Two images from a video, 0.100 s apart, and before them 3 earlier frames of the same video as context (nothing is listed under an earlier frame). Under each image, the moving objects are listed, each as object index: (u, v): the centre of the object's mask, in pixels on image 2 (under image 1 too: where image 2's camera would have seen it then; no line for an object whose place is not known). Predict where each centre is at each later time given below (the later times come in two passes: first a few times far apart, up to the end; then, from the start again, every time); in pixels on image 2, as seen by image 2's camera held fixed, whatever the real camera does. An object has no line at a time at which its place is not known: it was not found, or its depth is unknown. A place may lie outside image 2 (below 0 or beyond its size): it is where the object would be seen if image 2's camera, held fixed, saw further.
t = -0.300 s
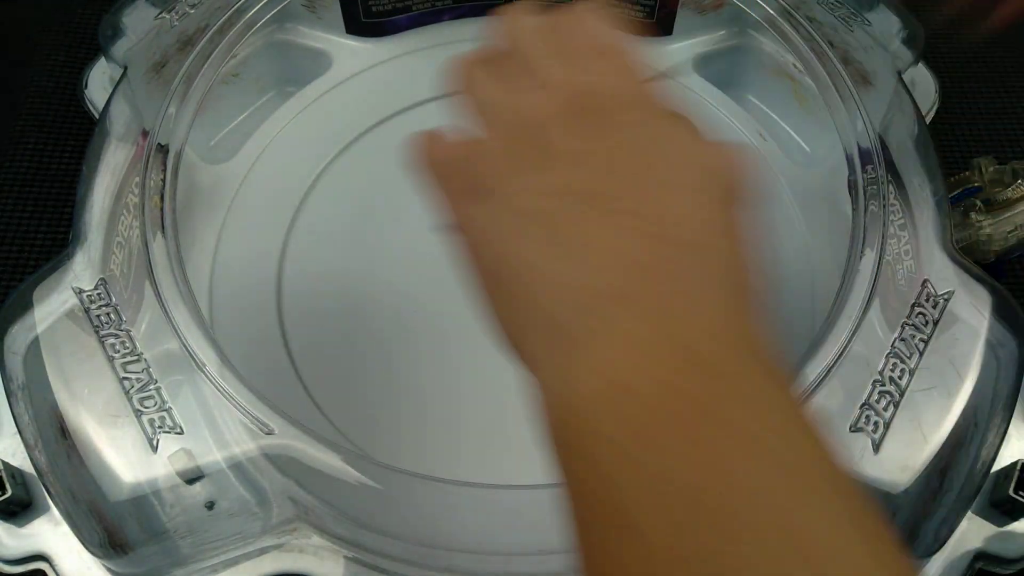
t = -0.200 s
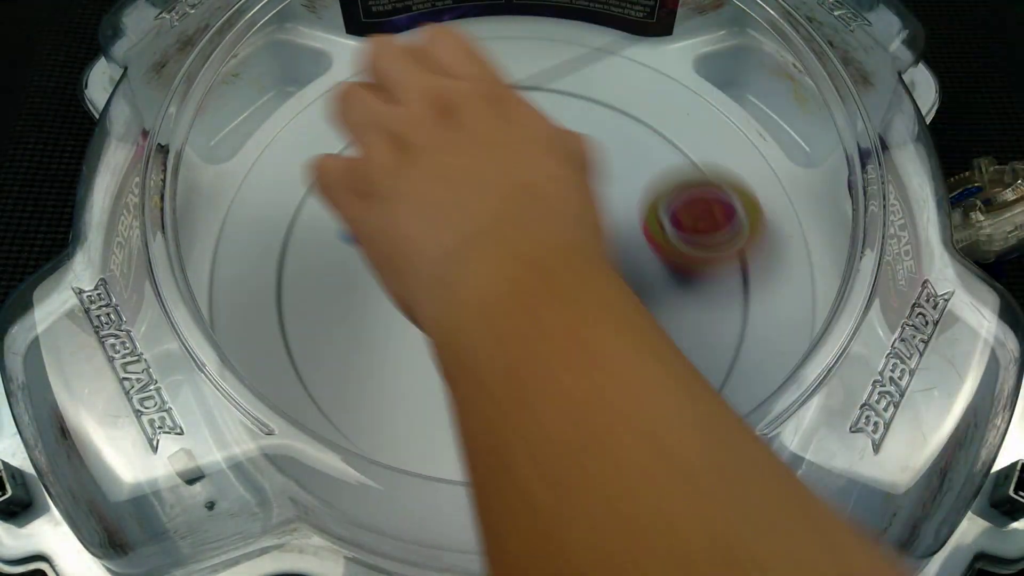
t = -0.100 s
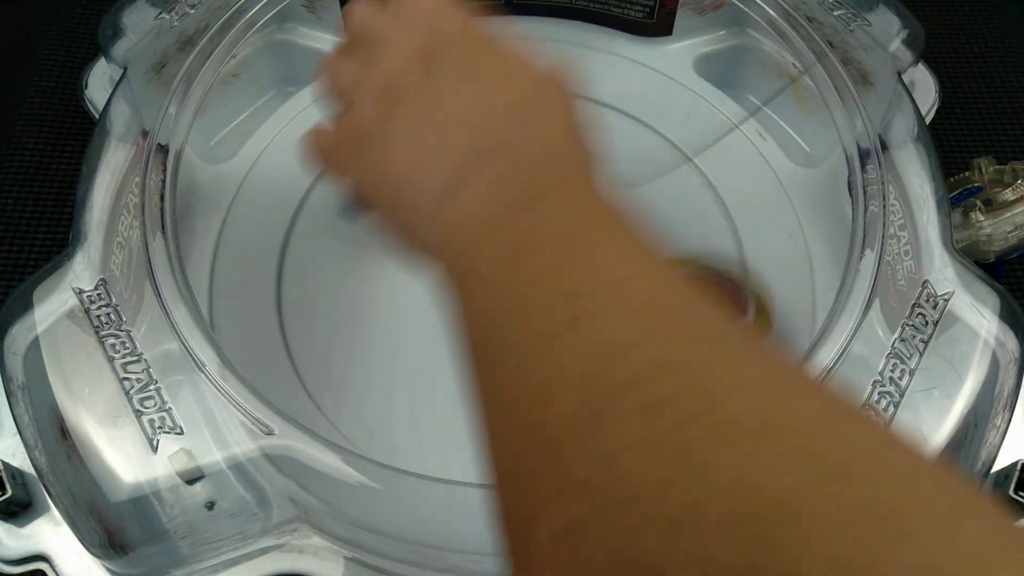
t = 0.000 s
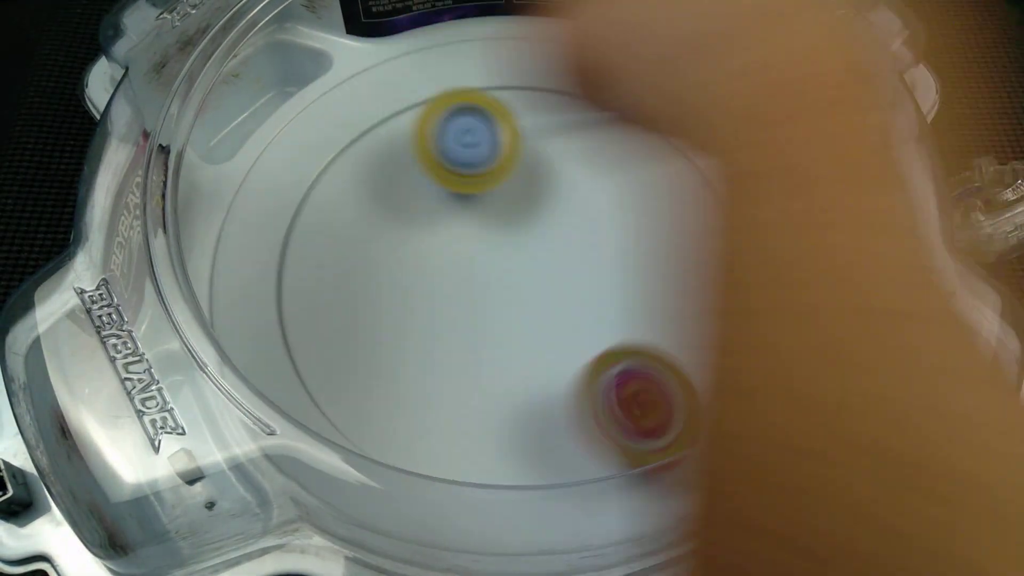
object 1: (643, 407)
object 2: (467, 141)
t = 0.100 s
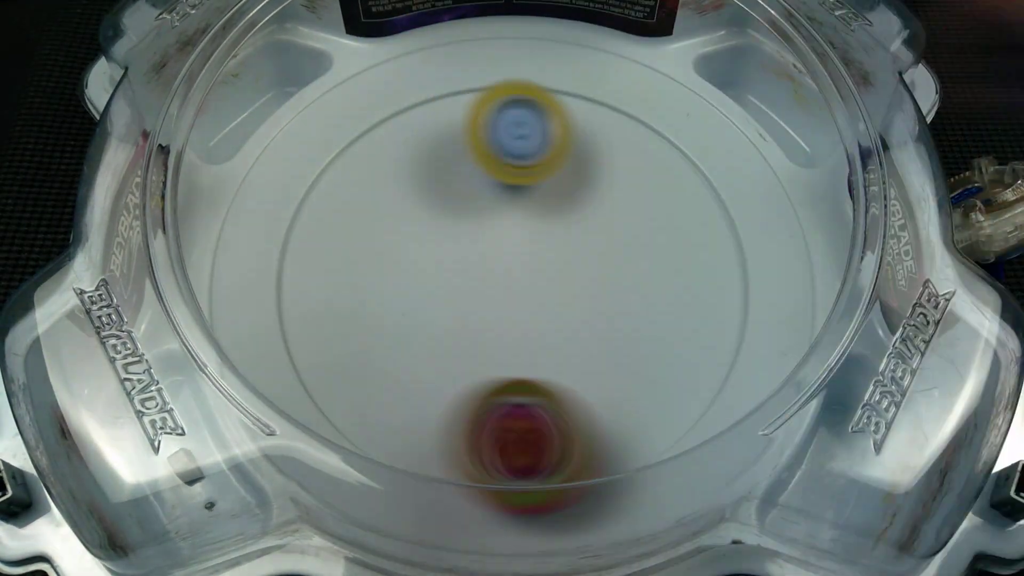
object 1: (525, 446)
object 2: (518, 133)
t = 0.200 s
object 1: (390, 410)
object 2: (565, 140)
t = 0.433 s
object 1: (321, 165)
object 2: (609, 211)
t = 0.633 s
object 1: (507, 65)
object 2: (572, 290)
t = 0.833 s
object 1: (684, 166)
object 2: (516, 325)
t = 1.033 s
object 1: (665, 364)
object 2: (501, 309)
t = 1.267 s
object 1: (378, 390)
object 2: (539, 283)
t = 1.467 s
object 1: (296, 188)
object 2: (582, 285)
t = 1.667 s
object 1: (467, 87)
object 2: (619, 300)
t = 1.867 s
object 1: (626, 178)
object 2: (614, 285)
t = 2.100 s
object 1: (708, 174)
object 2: (473, 465)
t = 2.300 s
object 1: (645, 283)
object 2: (428, 345)
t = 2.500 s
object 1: (449, 301)
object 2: (455, 187)
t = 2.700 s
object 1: (376, 192)
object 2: (468, 139)
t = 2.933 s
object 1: (409, 155)
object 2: (522, 166)
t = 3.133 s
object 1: (438, 174)
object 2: (569, 244)
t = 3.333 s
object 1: (437, 245)
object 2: (542, 279)
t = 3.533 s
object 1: (398, 297)
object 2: (567, 257)
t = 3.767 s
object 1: (398, 311)
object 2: (578, 152)
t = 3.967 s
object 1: (431, 327)
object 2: (477, 94)
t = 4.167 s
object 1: (484, 341)
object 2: (392, 240)
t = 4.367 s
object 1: (599, 372)
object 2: (445, 385)
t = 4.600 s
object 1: (713, 315)
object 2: (565, 365)
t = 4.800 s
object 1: (706, 239)
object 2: (524, 210)
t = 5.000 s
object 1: (565, 202)
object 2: (364, 160)
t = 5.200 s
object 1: (424, 185)
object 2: (296, 283)
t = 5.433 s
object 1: (478, 207)
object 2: (549, 378)
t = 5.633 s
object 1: (536, 184)
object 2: (735, 212)
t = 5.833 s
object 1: (495, 150)
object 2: (700, 122)
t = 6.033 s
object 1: (481, 178)
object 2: (560, 113)
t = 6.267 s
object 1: (349, 299)
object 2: (489, 270)
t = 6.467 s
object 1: (342, 277)
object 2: (594, 398)
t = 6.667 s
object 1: (464, 173)
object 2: (694, 334)
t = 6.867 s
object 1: (499, 125)
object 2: (585, 249)
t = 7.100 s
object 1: (359, 55)
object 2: (580, 414)
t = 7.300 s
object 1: (388, 118)
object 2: (567, 421)
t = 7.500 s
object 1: (501, 227)
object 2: (497, 331)
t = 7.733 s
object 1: (530, 231)
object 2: (406, 368)
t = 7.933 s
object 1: (485, 243)
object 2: (400, 379)
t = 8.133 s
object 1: (474, 215)
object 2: (449, 369)
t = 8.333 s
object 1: (495, 210)
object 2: (497, 319)
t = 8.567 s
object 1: (526, 163)
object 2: (493, 322)
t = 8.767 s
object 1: (541, 160)
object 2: (508, 317)
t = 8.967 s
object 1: (542, 172)
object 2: (478, 296)
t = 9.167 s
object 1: (543, 200)
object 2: (459, 338)
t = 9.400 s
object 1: (549, 208)
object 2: (472, 338)
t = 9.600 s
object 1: (565, 233)
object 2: (474, 322)
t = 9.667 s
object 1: (569, 236)
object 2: (466, 308)
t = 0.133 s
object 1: (478, 444)
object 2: (534, 133)
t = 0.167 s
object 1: (432, 431)
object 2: (550, 135)
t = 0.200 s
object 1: (390, 410)
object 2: (565, 140)
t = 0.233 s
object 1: (358, 382)
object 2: (578, 146)
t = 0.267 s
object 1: (330, 347)
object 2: (589, 154)
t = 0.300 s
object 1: (310, 310)
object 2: (597, 163)
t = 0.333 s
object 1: (302, 272)
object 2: (603, 174)
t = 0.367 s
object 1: (301, 236)
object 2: (607, 186)
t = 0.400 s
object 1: (308, 199)
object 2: (609, 198)
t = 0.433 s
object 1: (321, 165)
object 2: (609, 211)
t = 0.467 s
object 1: (343, 136)
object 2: (606, 225)
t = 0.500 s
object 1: (370, 110)
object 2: (602, 239)
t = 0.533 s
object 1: (401, 90)
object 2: (596, 253)
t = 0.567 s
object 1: (435, 75)
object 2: (589, 267)
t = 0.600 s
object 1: (469, 67)
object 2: (580, 279)
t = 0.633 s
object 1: (507, 65)
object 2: (572, 290)
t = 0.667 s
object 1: (544, 68)
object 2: (562, 300)
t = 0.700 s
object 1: (576, 78)
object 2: (552, 308)
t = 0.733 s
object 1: (609, 93)
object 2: (542, 315)
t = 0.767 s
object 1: (638, 113)
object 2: (533, 320)
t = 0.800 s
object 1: (663, 137)
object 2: (524, 323)
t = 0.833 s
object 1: (684, 166)
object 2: (516, 325)
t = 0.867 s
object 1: (698, 197)
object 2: (510, 325)
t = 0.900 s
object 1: (706, 230)
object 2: (505, 323)
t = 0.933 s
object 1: (707, 267)
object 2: (502, 321)
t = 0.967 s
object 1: (701, 301)
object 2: (499, 318)
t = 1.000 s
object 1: (687, 334)
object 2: (500, 314)
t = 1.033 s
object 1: (665, 364)
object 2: (501, 309)
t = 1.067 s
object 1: (635, 392)
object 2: (504, 304)
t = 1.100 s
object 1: (599, 412)
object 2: (508, 299)
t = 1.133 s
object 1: (556, 424)
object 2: (512, 295)
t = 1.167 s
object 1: (510, 429)
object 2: (518, 291)
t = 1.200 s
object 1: (464, 424)
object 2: (525, 288)
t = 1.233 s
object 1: (420, 411)
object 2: (532, 285)
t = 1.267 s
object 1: (378, 390)
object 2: (539, 283)
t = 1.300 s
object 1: (346, 366)
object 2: (547, 281)
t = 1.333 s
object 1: (319, 333)
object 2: (554, 281)
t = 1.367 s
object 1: (301, 298)
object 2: (561, 281)
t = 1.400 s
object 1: (290, 259)
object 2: (568, 282)
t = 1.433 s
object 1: (289, 222)
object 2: (575, 283)
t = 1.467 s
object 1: (296, 188)
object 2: (582, 285)
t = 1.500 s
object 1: (313, 159)
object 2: (589, 288)
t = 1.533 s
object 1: (338, 135)
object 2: (596, 291)
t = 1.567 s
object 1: (368, 114)
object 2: (602, 294)
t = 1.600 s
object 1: (400, 99)
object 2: (609, 297)
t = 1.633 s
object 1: (434, 90)
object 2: (614, 299)
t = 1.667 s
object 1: (467, 87)
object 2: (619, 300)
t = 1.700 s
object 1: (499, 89)
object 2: (622, 300)
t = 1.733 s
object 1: (530, 98)
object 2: (623, 299)
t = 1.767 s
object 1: (560, 112)
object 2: (623, 296)
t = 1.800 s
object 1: (586, 131)
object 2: (621, 293)
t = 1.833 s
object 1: (607, 152)
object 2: (618, 289)
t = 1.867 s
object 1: (626, 178)
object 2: (614, 285)
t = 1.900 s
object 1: (646, 173)
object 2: (597, 303)
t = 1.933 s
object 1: (667, 158)
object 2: (577, 342)
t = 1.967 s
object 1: (683, 151)
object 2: (555, 378)
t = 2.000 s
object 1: (696, 149)
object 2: (533, 411)
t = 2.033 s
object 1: (704, 152)
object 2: (512, 441)
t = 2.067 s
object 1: (708, 161)
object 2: (491, 465)
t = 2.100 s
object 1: (708, 174)
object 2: (473, 465)
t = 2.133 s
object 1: (706, 188)
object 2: (457, 463)
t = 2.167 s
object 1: (702, 205)
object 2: (443, 454)
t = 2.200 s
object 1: (696, 223)
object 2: (436, 430)
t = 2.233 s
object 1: (686, 243)
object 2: (430, 403)
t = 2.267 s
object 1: (669, 264)
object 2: (427, 374)
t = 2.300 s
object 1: (645, 283)
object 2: (428, 345)
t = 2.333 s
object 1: (617, 299)
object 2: (431, 315)
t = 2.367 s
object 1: (581, 311)
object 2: (435, 286)
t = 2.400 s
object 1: (547, 316)
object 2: (439, 257)
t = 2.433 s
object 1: (513, 316)
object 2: (445, 229)
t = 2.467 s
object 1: (480, 310)
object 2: (449, 205)
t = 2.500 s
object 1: (449, 301)
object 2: (455, 187)
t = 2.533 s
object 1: (422, 287)
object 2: (459, 172)
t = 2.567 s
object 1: (401, 270)
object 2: (464, 157)
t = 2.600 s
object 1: (385, 252)
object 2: (466, 147)
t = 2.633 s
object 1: (376, 232)
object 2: (468, 141)
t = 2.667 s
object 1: (373, 211)
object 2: (469, 138)
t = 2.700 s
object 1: (376, 192)
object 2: (468, 139)
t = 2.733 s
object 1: (375, 181)
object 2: (475, 137)
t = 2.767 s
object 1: (373, 174)
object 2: (487, 135)
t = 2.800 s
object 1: (374, 168)
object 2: (497, 135)
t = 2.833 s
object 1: (379, 163)
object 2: (505, 140)
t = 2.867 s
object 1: (388, 159)
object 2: (512, 147)
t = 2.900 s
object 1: (399, 156)
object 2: (516, 155)
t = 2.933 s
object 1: (409, 155)
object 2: (522, 166)
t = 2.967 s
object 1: (413, 154)
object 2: (535, 178)
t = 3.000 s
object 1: (417, 155)
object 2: (547, 190)
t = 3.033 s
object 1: (423, 157)
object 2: (556, 204)
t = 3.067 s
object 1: (429, 161)
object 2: (563, 218)
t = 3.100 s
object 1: (434, 167)
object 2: (568, 232)
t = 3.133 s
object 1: (438, 174)
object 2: (569, 244)
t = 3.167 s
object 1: (441, 183)
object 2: (569, 254)
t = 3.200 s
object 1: (443, 194)
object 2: (567, 264)
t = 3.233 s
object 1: (443, 206)
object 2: (562, 271)
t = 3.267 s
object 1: (442, 220)
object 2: (556, 276)
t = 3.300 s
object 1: (441, 233)
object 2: (549, 278)
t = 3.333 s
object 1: (437, 245)
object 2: (542, 279)
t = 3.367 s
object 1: (431, 256)
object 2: (542, 280)
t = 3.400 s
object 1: (424, 267)
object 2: (546, 281)
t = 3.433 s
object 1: (416, 277)
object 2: (551, 279)
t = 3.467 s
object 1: (408, 286)
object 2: (557, 274)
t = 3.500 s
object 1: (403, 293)
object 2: (562, 267)
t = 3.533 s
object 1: (398, 297)
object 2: (567, 257)
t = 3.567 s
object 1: (394, 301)
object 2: (572, 246)
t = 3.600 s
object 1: (392, 302)
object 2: (576, 234)
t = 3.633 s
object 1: (391, 304)
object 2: (579, 219)
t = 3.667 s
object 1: (391, 305)
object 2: (582, 204)
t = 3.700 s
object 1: (392, 307)
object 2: (582, 188)
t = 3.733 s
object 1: (395, 309)
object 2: (582, 170)
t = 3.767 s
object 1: (398, 311)
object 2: (578, 152)
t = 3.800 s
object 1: (401, 314)
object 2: (571, 135)
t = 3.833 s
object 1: (406, 317)
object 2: (561, 120)
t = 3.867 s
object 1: (412, 319)
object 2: (546, 106)
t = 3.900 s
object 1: (418, 322)
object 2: (526, 97)
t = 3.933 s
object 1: (424, 325)
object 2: (503, 91)
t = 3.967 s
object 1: (431, 327)
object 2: (477, 94)
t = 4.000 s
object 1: (438, 329)
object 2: (452, 104)
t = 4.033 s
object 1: (446, 332)
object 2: (429, 120)
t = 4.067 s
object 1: (455, 334)
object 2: (411, 142)
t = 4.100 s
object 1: (465, 336)
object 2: (398, 171)
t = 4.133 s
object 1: (474, 338)
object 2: (391, 204)
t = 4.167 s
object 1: (484, 341)
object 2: (392, 240)
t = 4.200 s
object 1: (496, 345)
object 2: (397, 277)
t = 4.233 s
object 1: (521, 356)
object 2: (395, 301)
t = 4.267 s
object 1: (543, 364)
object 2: (401, 327)
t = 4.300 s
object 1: (560, 370)
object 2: (417, 351)
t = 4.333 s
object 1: (572, 373)
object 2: (436, 371)
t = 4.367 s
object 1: (599, 372)
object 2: (445, 385)
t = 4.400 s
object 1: (621, 369)
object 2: (455, 394)
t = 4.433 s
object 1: (640, 364)
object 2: (471, 400)
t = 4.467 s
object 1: (654, 359)
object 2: (494, 402)
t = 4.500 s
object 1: (664, 354)
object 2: (519, 398)
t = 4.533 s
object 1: (670, 348)
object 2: (547, 389)
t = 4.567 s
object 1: (695, 331)
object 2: (556, 380)
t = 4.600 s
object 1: (713, 315)
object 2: (565, 365)
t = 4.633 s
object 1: (726, 299)
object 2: (573, 346)
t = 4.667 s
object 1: (734, 285)
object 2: (577, 319)
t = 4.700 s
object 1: (734, 272)
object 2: (573, 288)
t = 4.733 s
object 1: (728, 261)
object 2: (564, 264)
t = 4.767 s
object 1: (719, 249)
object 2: (547, 235)
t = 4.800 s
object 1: (706, 239)
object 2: (524, 210)
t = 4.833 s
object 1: (690, 230)
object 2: (503, 192)
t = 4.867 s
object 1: (670, 222)
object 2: (476, 177)
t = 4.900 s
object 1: (646, 215)
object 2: (447, 165)
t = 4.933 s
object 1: (621, 210)
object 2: (420, 159)
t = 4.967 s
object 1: (593, 207)
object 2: (391, 156)
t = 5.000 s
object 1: (565, 202)
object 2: (364, 160)
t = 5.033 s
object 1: (534, 199)
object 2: (338, 167)
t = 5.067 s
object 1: (507, 195)
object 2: (311, 180)
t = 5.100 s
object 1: (480, 192)
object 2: (292, 197)
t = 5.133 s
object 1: (456, 190)
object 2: (285, 222)
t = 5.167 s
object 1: (439, 187)
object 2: (289, 250)
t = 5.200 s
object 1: (424, 185)
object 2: (296, 283)
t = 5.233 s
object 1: (416, 184)
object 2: (308, 312)
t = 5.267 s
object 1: (414, 185)
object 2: (334, 346)
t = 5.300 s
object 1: (416, 187)
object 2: (364, 370)
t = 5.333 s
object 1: (424, 190)
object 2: (409, 388)
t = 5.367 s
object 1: (438, 194)
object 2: (453, 396)
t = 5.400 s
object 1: (456, 200)
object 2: (503, 390)
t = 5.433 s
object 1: (478, 207)
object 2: (549, 378)
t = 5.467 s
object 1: (500, 214)
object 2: (592, 353)
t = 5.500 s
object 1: (524, 218)
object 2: (622, 324)
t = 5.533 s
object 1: (546, 221)
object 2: (645, 286)
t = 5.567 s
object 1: (557, 217)
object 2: (666, 253)
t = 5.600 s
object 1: (547, 198)
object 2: (706, 232)
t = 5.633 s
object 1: (536, 184)
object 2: (735, 212)
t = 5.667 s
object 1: (526, 175)
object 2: (744, 188)
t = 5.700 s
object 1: (517, 166)
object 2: (739, 174)
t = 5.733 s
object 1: (510, 159)
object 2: (732, 158)
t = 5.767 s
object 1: (504, 154)
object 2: (723, 146)
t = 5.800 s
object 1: (499, 151)
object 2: (711, 133)
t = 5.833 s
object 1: (495, 150)
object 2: (700, 122)
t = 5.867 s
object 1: (492, 150)
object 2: (685, 111)
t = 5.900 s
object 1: (489, 153)
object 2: (669, 101)
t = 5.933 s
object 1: (487, 157)
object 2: (647, 94)
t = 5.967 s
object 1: (485, 163)
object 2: (619, 96)
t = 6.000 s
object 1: (483, 171)
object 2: (590, 101)
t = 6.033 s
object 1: (481, 178)
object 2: (560, 113)
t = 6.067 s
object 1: (473, 193)
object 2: (537, 124)
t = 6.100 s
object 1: (448, 217)
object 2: (521, 140)
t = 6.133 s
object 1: (425, 239)
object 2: (509, 159)
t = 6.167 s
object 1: (404, 257)
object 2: (498, 183)
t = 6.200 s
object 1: (384, 275)
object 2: (491, 211)
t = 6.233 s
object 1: (365, 288)
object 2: (487, 242)
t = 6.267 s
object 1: (349, 299)
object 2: (489, 270)
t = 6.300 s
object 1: (335, 306)
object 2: (496, 299)
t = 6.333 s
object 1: (328, 308)
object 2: (507, 325)
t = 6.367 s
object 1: (324, 307)
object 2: (522, 350)
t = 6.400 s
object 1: (325, 301)
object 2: (541, 370)
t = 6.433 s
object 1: (331, 290)
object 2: (567, 387)
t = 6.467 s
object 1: (342, 277)
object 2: (594, 398)
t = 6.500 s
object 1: (358, 260)
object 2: (622, 406)
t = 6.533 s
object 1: (377, 242)
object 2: (651, 407)
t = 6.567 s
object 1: (401, 222)
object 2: (678, 399)
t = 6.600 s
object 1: (425, 202)
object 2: (689, 383)
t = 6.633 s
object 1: (446, 186)
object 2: (694, 359)
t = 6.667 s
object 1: (464, 173)
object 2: (694, 334)
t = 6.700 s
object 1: (480, 162)
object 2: (690, 307)
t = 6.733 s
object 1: (493, 155)
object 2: (678, 286)
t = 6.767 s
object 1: (503, 151)
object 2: (657, 264)
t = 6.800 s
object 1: (510, 148)
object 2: (627, 245)
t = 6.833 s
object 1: (515, 147)
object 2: (594, 229)
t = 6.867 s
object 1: (499, 125)
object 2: (585, 249)
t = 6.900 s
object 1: (462, 79)
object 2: (582, 275)
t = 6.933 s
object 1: (439, 66)
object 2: (579, 303)
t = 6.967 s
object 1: (419, 62)
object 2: (576, 330)
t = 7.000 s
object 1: (401, 57)
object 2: (574, 354)
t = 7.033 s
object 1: (382, 53)
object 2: (575, 377)
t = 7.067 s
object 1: (368, 52)
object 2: (576, 397)
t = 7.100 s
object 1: (359, 55)
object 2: (580, 414)
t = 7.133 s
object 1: (354, 60)
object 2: (582, 426)
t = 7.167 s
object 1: (352, 67)
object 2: (584, 434)
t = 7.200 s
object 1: (356, 77)
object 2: (582, 435)
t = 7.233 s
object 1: (362, 89)
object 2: (579, 433)
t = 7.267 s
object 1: (374, 101)
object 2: (574, 428)
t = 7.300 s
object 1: (388, 118)
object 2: (567, 421)
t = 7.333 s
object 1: (406, 137)
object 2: (559, 409)
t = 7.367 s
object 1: (424, 155)
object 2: (548, 395)
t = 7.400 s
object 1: (445, 175)
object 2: (536, 379)
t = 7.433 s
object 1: (463, 193)
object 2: (525, 362)
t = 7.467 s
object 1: (482, 212)
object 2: (512, 345)
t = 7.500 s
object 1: (501, 227)
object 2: (497, 331)
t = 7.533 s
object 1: (519, 227)
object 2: (480, 334)
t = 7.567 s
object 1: (531, 228)
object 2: (465, 340)
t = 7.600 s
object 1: (540, 228)
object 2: (451, 346)
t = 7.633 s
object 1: (545, 228)
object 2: (436, 351)
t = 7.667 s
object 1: (544, 229)
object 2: (424, 357)
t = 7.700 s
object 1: (538, 230)
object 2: (413, 362)
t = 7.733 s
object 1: (530, 231)
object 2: (406, 368)
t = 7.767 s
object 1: (523, 233)
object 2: (400, 372)
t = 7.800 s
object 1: (515, 235)
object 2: (395, 376)
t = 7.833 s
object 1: (507, 237)
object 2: (391, 379)
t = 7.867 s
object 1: (500, 239)
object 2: (390, 382)
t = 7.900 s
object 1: (492, 241)
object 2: (393, 382)
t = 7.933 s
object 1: (485, 243)
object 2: (400, 379)
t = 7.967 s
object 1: (478, 246)
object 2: (408, 372)
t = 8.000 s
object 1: (471, 249)
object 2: (420, 363)
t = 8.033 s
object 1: (466, 248)
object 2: (432, 353)
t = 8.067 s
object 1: (469, 234)
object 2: (436, 356)
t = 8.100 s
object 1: (471, 222)
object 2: (440, 363)
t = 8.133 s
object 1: (474, 215)
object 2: (449, 369)
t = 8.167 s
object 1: (476, 212)
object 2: (460, 370)
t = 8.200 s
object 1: (479, 211)
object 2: (471, 366)
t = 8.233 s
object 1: (484, 211)
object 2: (480, 358)
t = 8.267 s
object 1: (488, 214)
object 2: (488, 346)
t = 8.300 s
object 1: (492, 216)
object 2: (494, 328)
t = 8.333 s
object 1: (495, 210)
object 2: (497, 319)
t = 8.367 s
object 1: (500, 203)
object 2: (499, 314)
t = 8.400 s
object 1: (504, 200)
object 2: (499, 308)
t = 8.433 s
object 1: (510, 196)
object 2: (499, 302)
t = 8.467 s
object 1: (514, 187)
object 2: (495, 301)
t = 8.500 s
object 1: (520, 174)
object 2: (493, 309)
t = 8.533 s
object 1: (523, 166)
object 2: (493, 317)
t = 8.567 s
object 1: (526, 163)
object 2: (493, 322)
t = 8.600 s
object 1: (529, 160)
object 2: (495, 327)
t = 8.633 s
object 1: (533, 157)
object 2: (498, 329)
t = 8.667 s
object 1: (536, 155)
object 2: (501, 328)
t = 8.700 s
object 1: (537, 156)
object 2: (503, 327)
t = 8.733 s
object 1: (539, 157)
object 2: (506, 323)
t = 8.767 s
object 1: (541, 160)
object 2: (508, 317)
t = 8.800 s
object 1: (540, 165)
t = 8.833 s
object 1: (540, 172)
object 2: (509, 302)
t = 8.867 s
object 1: (539, 180)
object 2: (507, 294)
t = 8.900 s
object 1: (538, 183)
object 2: (501, 286)
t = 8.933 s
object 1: (540, 176)
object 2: (488, 290)
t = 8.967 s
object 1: (542, 172)
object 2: (478, 296)
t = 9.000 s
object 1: (543, 174)
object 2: (469, 305)
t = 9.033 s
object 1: (545, 176)
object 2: (461, 313)
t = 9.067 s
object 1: (546, 181)
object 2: (456, 321)
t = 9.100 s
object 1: (545, 185)
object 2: (455, 328)
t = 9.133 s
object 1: (545, 192)
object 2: (456, 335)
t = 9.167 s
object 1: (543, 200)
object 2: (459, 338)
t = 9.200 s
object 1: (541, 207)
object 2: (465, 339)
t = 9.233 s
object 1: (539, 214)
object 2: (471, 337)
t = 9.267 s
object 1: (537, 221)
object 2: (478, 332)
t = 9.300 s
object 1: (536, 227)
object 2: (484, 326)
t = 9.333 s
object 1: (540, 220)
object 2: (480, 329)
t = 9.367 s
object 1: (545, 212)
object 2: (475, 335)
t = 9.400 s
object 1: (549, 208)
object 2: (472, 338)
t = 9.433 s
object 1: (552, 208)
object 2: (471, 340)
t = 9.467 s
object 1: (555, 211)
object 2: (471, 339)
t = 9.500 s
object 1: (561, 215)
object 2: (471, 338)
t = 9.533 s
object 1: (564, 221)
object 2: (472, 335)
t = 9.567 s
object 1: (565, 227)
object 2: (473, 329)
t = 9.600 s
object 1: (565, 233)
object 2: (474, 322)
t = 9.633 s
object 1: (564, 239)
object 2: (473, 315)
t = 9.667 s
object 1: (569, 236)
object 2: (466, 308)
